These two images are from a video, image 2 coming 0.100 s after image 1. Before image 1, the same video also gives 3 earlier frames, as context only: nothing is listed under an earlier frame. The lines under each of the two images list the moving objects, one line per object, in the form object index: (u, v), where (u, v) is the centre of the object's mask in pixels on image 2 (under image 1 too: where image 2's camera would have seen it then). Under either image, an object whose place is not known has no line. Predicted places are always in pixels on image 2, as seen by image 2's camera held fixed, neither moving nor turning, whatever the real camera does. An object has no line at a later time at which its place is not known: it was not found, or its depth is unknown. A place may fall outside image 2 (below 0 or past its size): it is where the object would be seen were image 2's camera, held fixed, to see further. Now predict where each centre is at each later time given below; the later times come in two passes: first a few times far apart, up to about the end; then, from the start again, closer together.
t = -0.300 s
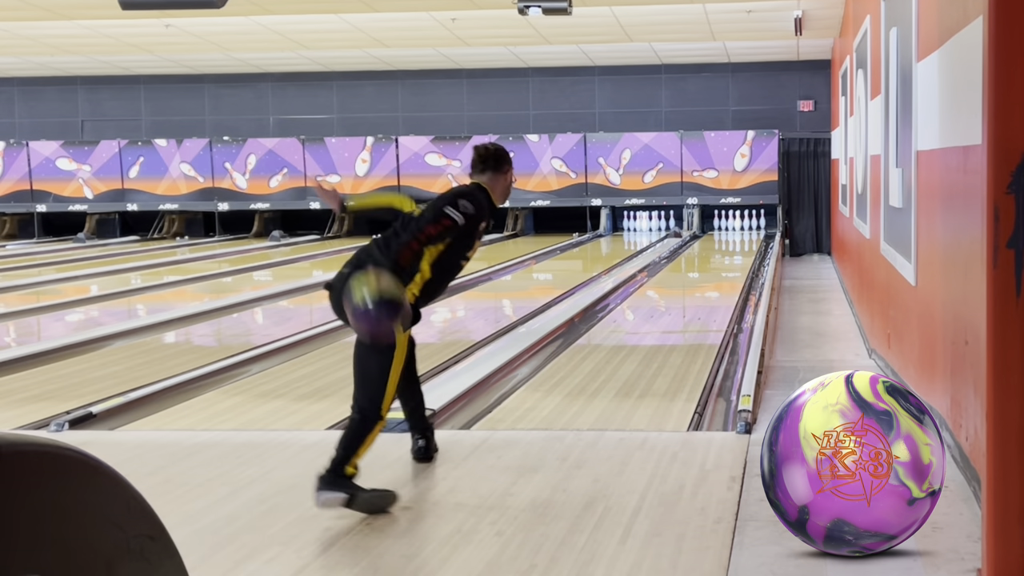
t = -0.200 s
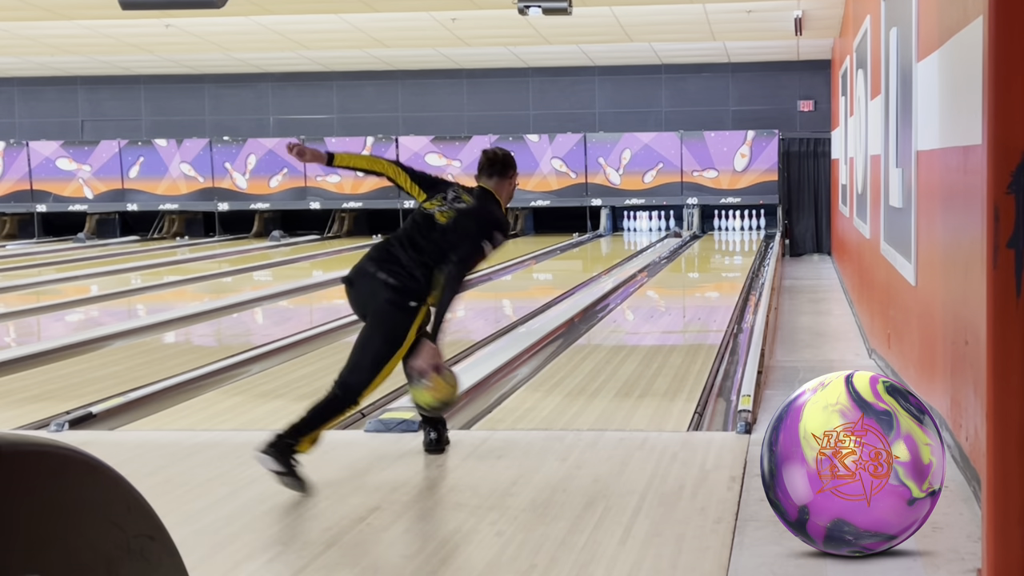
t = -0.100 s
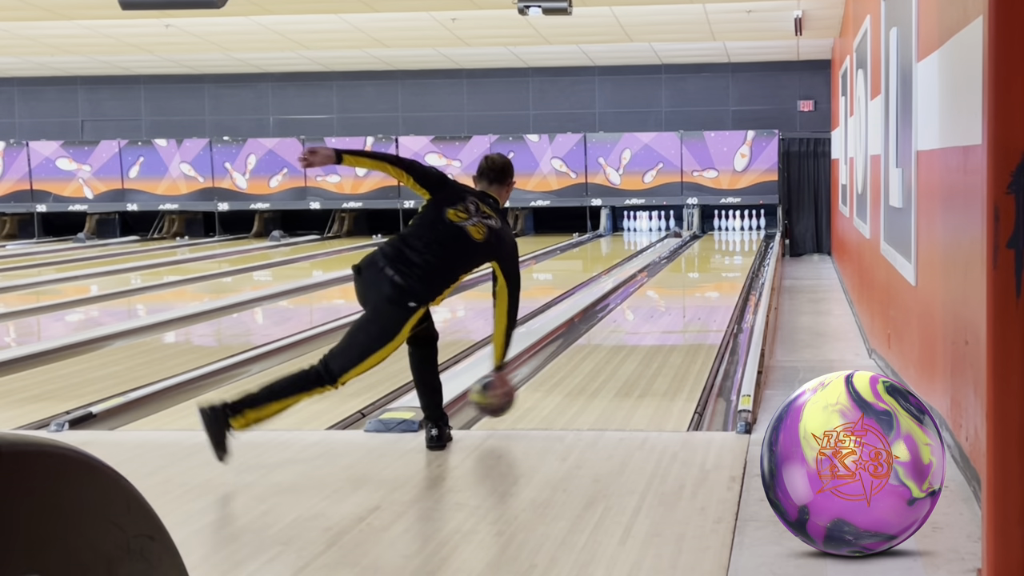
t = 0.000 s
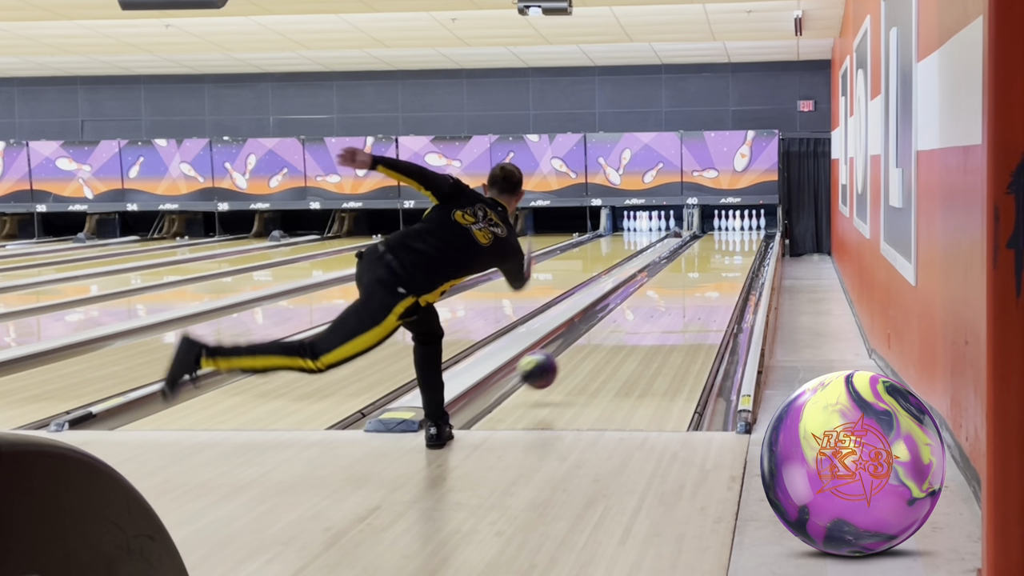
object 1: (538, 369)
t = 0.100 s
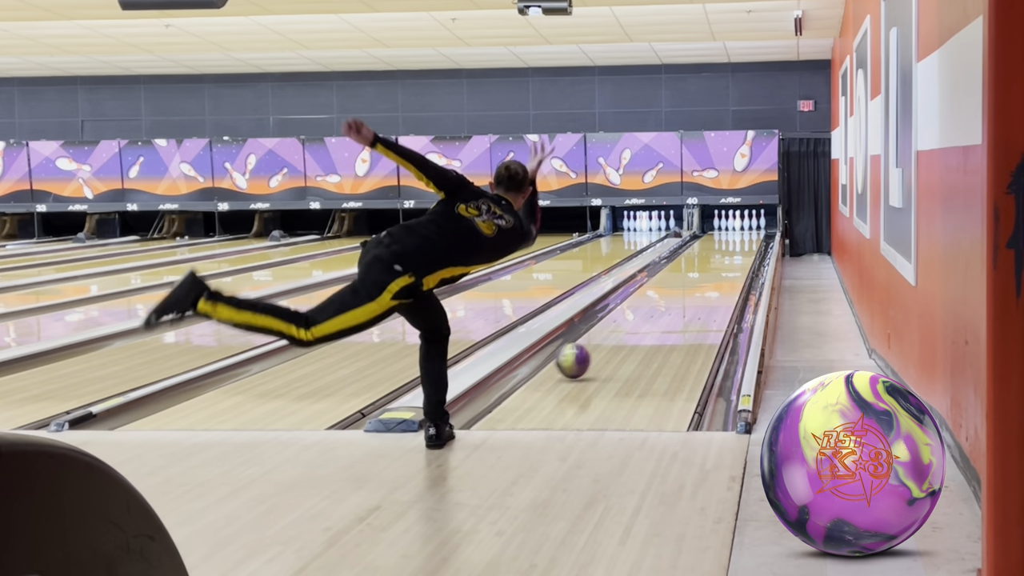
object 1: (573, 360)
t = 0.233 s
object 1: (609, 339)
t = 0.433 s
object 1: (649, 313)
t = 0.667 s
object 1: (683, 290)
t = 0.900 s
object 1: (707, 273)
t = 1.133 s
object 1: (725, 261)
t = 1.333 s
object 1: (737, 253)
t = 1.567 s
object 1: (748, 245)
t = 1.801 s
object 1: (753, 238)
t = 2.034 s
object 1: (754, 233)
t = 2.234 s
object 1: (751, 229)
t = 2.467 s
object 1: (744, 226)
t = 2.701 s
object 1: (743, 223)
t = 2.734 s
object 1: (742, 223)
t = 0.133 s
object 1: (583, 356)
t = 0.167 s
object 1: (592, 350)
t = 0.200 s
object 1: (600, 344)
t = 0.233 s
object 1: (609, 339)
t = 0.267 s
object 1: (616, 334)
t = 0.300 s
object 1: (624, 329)
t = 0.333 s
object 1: (630, 325)
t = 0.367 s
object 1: (637, 321)
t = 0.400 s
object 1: (643, 316)
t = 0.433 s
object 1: (649, 313)
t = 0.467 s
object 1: (654, 309)
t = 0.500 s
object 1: (659, 305)
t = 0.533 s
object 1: (665, 302)
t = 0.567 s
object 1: (670, 299)
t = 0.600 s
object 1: (674, 296)
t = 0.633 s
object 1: (678, 293)
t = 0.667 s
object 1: (683, 290)
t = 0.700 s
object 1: (686, 288)
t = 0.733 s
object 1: (691, 284)
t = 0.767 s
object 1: (694, 282)
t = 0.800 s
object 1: (698, 280)
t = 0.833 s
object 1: (701, 278)
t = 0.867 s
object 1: (704, 276)
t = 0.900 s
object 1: (707, 273)
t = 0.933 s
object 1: (710, 271)
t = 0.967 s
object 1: (713, 269)
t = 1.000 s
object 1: (716, 267)
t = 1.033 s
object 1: (718, 265)
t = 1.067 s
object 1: (721, 264)
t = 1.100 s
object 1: (723, 262)
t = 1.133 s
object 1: (725, 261)
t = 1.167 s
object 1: (728, 260)
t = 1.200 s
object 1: (730, 258)
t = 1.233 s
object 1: (732, 257)
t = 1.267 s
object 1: (734, 256)
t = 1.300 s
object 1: (737, 254)
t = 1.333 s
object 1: (737, 253)
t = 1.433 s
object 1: (743, 249)
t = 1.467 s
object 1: (744, 247)
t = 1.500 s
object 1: (746, 247)
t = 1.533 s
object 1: (747, 245)
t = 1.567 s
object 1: (748, 245)
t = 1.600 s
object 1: (750, 243)
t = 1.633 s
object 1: (750, 242)
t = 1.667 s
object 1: (751, 241)
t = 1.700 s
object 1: (752, 239)
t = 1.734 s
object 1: (753, 239)
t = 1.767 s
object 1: (754, 238)
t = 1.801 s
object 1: (753, 238)
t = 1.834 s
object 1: (754, 237)
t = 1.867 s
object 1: (754, 236)
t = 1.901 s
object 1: (755, 236)
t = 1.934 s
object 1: (756, 235)
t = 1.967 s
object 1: (755, 234)
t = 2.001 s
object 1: (754, 233)
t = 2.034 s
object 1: (754, 233)
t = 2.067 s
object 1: (755, 232)
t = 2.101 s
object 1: (754, 231)
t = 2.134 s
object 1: (753, 231)
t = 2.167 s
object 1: (752, 230)
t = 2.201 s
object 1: (752, 230)
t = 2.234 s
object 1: (751, 229)
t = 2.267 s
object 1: (749, 228)
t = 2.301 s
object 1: (748, 228)
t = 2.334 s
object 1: (747, 227)
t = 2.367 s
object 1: (746, 227)
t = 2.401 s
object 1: (744, 226)
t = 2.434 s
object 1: (745, 225)
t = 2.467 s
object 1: (744, 226)
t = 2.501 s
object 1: (743, 224)
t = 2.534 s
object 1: (745, 224)
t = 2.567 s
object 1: (745, 224)
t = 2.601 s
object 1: (744, 223)
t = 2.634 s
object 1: (742, 222)
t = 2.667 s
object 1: (746, 223)
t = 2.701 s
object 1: (743, 223)
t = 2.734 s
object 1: (742, 223)
